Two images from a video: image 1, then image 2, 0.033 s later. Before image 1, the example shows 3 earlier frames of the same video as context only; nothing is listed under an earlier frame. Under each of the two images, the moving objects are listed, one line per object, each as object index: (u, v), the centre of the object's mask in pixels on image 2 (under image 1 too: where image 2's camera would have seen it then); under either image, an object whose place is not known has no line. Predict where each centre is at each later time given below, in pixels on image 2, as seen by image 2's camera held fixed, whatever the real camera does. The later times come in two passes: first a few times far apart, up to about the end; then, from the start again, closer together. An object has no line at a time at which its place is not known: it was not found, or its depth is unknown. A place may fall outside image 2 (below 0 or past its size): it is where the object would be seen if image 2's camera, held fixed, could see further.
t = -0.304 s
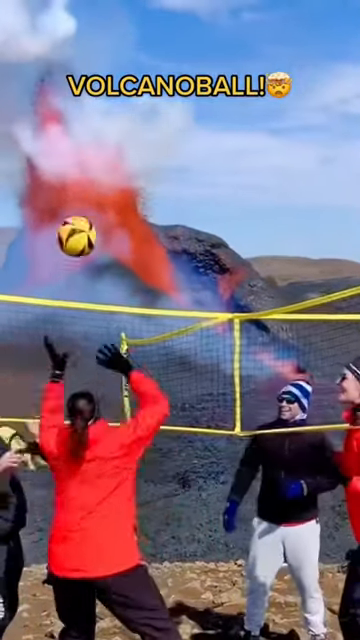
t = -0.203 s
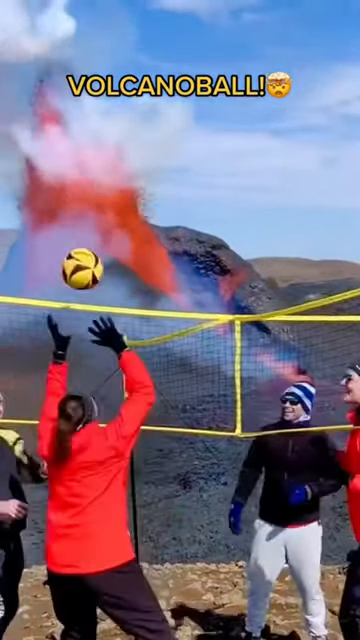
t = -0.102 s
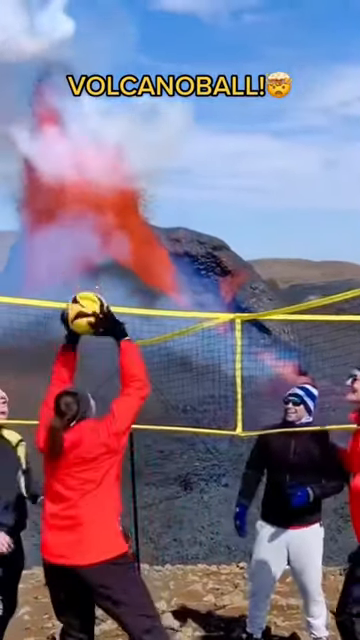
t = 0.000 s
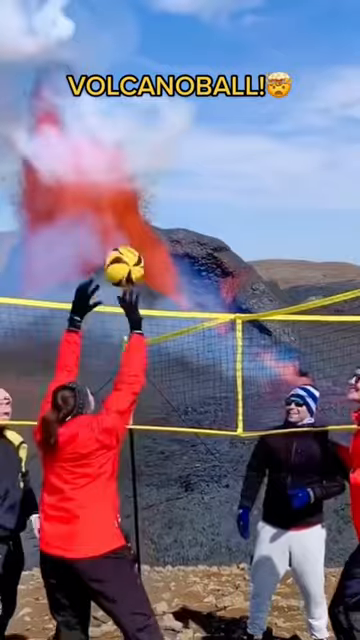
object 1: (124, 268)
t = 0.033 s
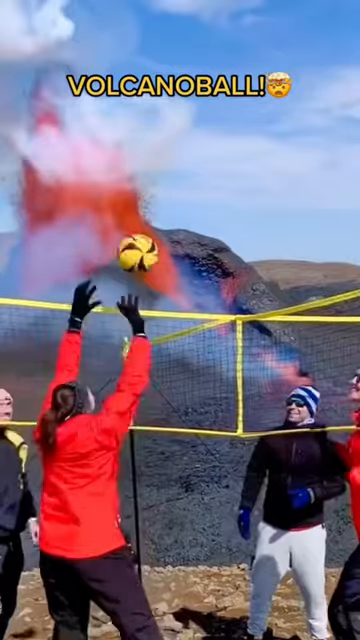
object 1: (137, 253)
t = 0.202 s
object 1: (196, 226)
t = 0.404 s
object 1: (245, 258)
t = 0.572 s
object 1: (273, 327)
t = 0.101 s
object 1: (164, 236)
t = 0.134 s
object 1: (175, 231)
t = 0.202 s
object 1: (196, 226)
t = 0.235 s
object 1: (206, 227)
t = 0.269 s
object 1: (215, 231)
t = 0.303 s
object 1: (223, 235)
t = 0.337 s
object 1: (231, 242)
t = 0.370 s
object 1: (237, 250)
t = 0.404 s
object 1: (245, 258)
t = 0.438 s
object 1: (250, 269)
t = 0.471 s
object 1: (258, 281)
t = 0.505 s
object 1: (263, 295)
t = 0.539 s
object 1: (267, 304)
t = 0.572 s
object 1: (273, 327)
